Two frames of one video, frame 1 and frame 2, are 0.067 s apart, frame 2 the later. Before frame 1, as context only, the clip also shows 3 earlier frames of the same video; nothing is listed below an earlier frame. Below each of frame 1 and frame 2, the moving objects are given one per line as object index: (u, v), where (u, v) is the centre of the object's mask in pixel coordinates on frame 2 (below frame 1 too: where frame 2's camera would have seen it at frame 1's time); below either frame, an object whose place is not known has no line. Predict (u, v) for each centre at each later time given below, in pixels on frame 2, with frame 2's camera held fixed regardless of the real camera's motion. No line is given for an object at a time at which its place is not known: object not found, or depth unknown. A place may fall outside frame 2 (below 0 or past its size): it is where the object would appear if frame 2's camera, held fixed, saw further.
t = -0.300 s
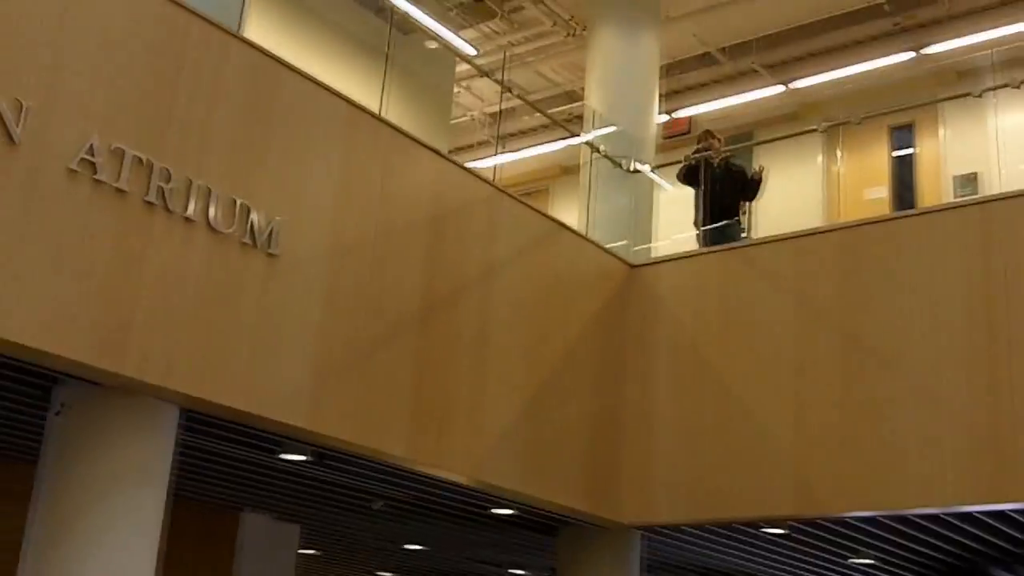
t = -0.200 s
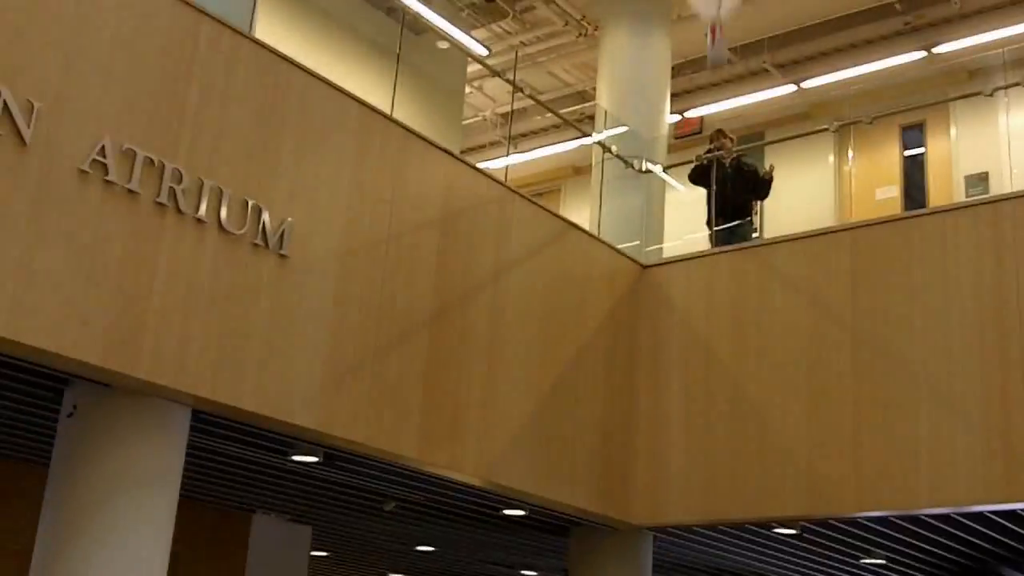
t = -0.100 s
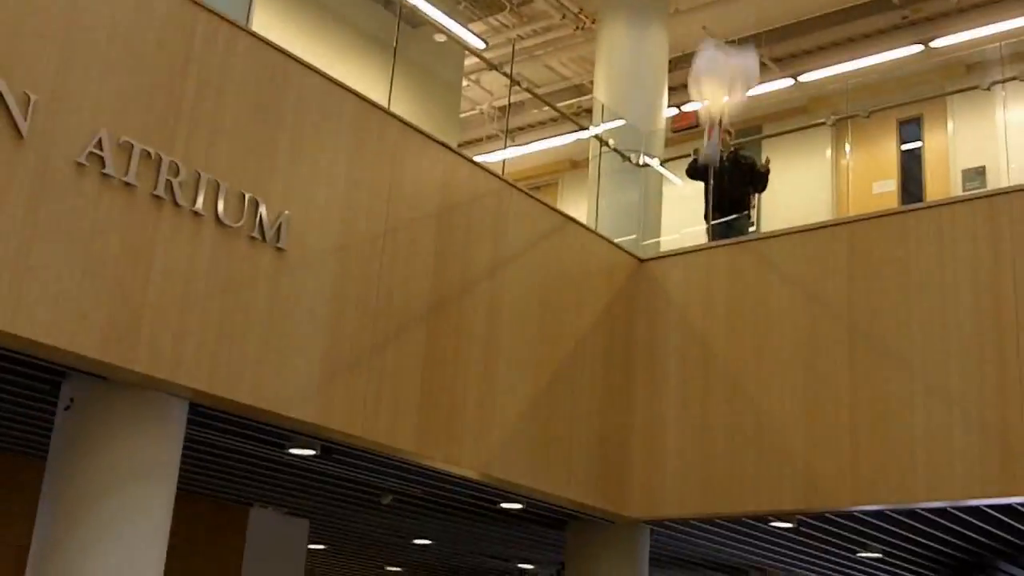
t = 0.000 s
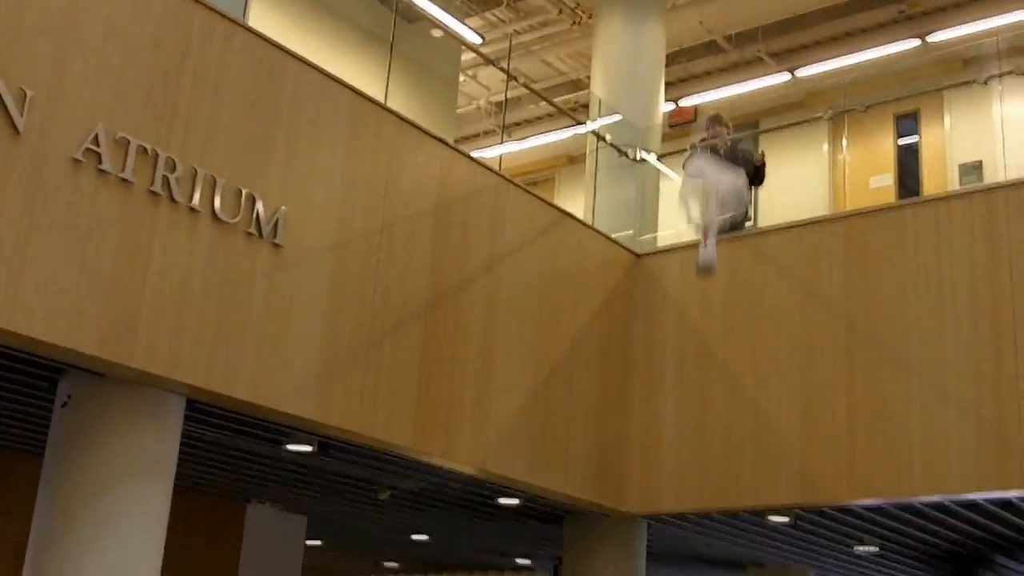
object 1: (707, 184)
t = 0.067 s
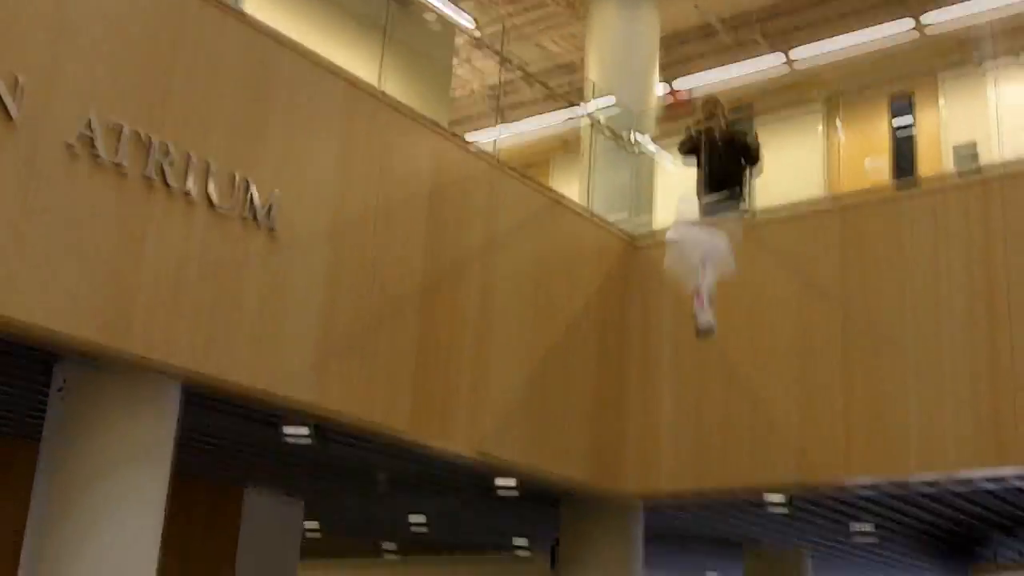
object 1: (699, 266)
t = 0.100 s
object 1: (699, 292)
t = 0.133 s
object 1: (699, 328)
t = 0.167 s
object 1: (701, 367)
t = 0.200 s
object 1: (704, 402)
